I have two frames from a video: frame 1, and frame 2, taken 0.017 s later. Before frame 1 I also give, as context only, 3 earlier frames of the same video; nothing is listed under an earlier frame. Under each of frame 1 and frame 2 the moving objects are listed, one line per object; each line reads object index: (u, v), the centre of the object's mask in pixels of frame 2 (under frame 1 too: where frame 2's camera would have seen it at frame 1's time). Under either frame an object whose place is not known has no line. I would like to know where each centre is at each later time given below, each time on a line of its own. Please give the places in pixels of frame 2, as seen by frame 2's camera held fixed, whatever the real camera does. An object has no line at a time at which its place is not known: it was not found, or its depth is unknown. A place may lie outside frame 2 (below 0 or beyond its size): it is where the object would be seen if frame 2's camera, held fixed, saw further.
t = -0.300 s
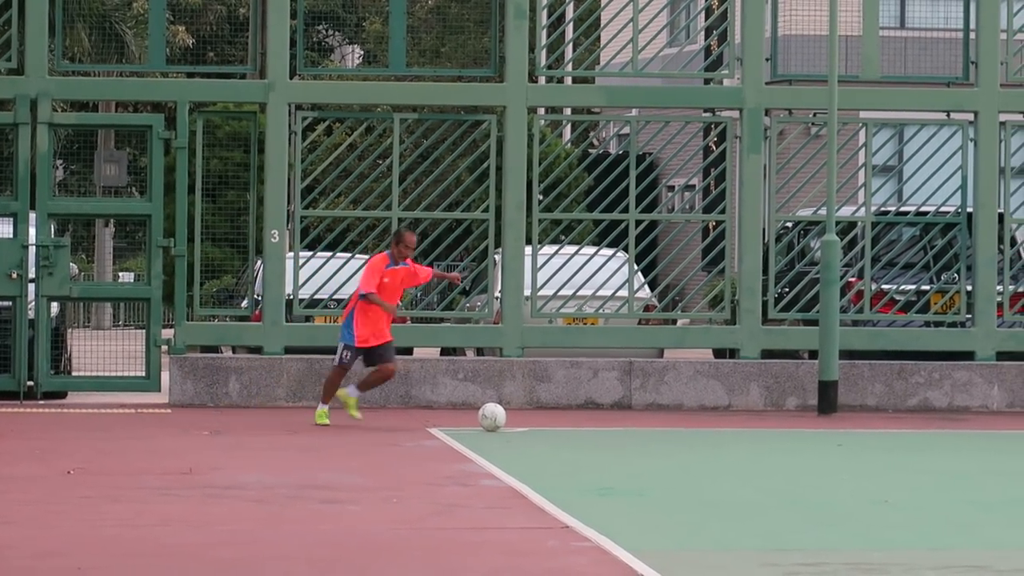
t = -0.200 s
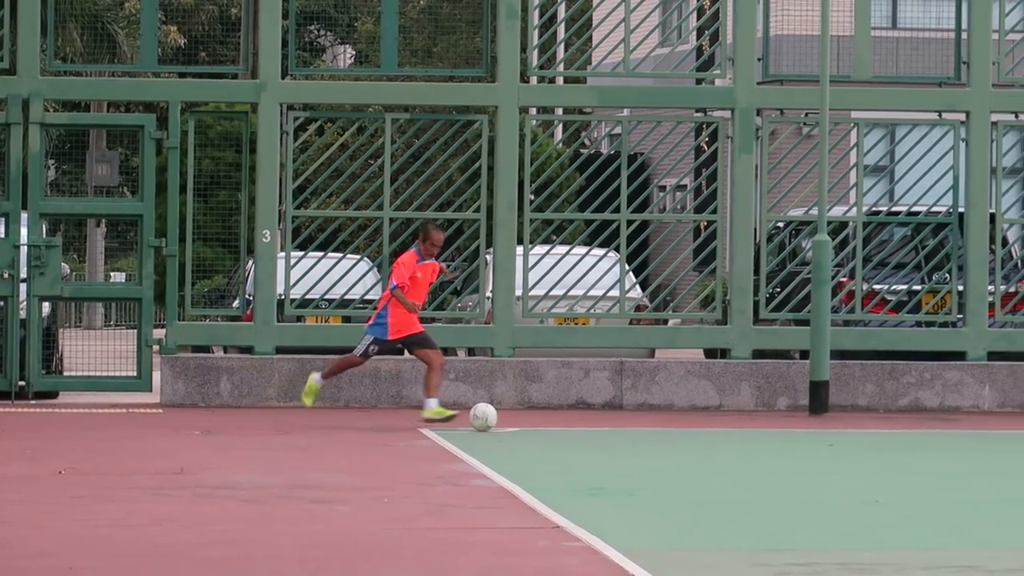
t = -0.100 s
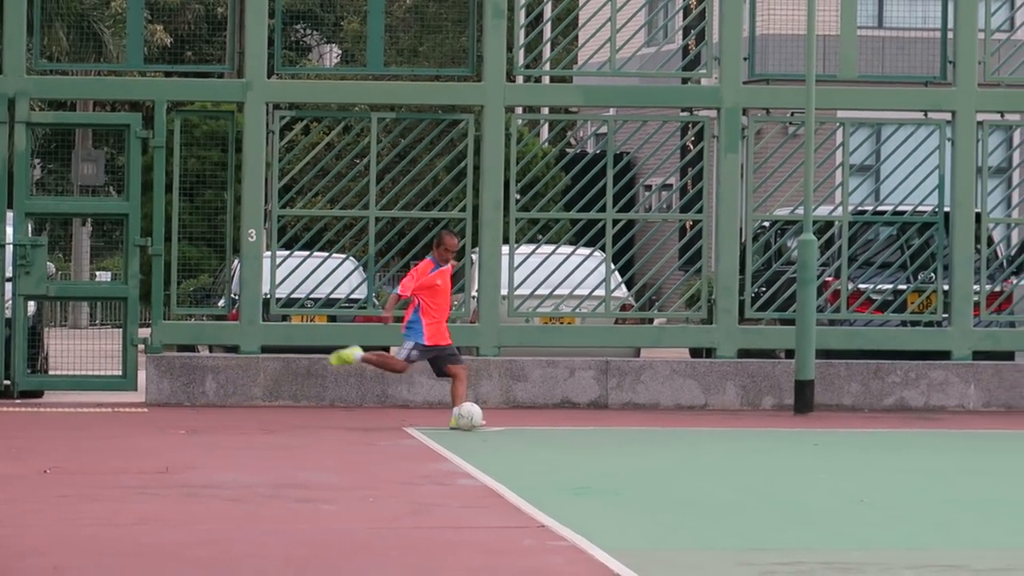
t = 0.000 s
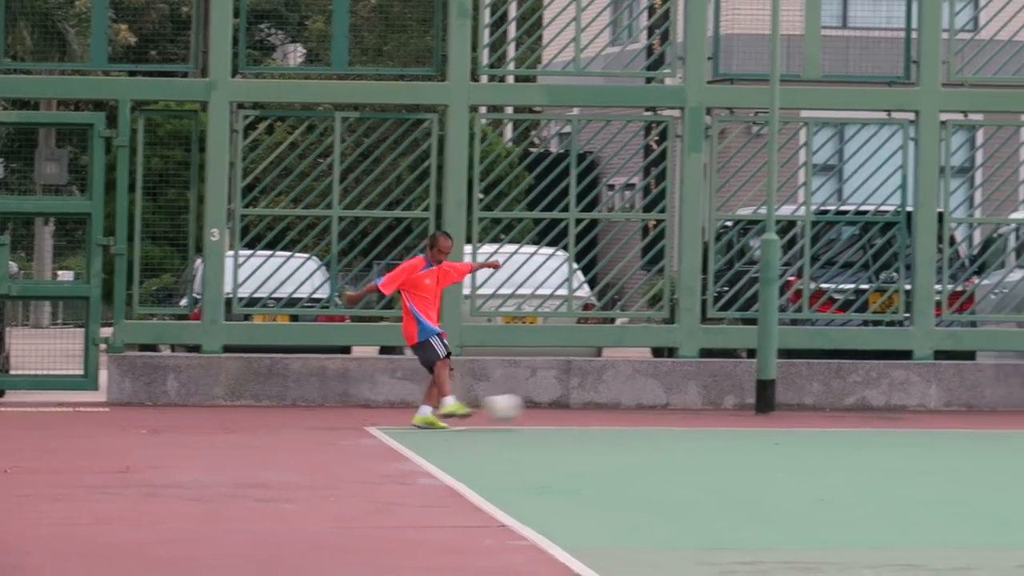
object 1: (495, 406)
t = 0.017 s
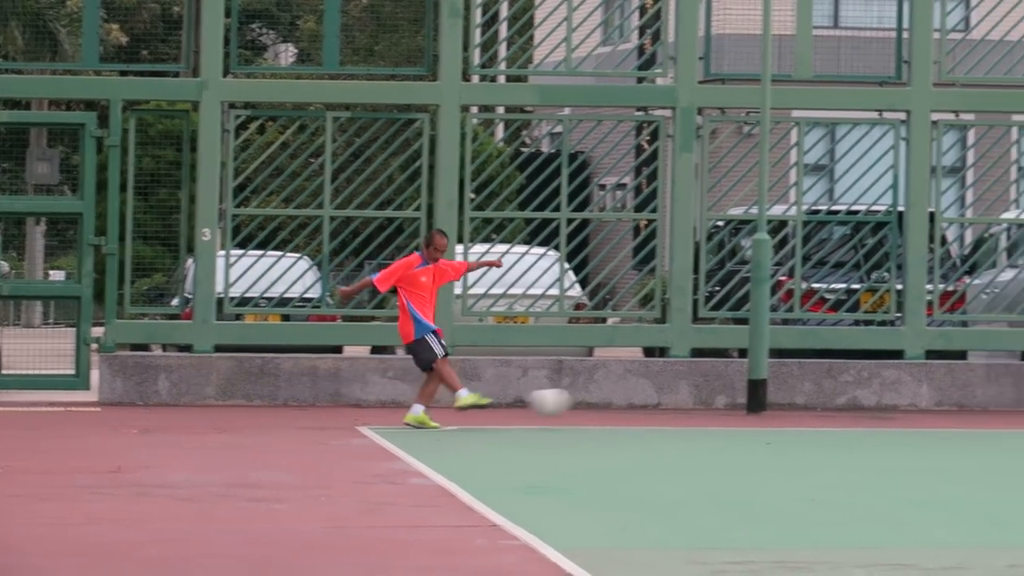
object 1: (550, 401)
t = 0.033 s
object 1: (604, 397)
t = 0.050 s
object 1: (658, 394)
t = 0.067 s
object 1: (709, 391)
